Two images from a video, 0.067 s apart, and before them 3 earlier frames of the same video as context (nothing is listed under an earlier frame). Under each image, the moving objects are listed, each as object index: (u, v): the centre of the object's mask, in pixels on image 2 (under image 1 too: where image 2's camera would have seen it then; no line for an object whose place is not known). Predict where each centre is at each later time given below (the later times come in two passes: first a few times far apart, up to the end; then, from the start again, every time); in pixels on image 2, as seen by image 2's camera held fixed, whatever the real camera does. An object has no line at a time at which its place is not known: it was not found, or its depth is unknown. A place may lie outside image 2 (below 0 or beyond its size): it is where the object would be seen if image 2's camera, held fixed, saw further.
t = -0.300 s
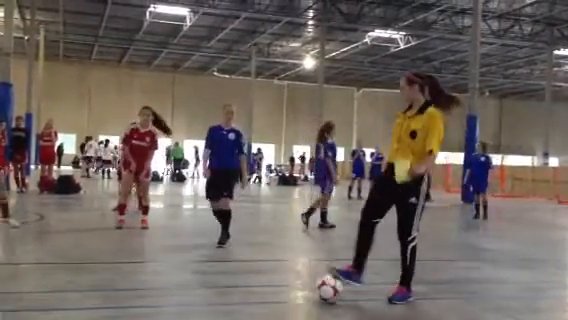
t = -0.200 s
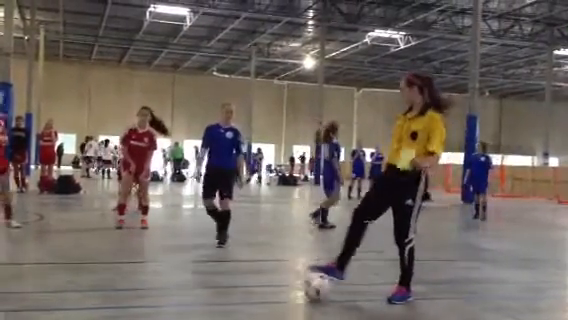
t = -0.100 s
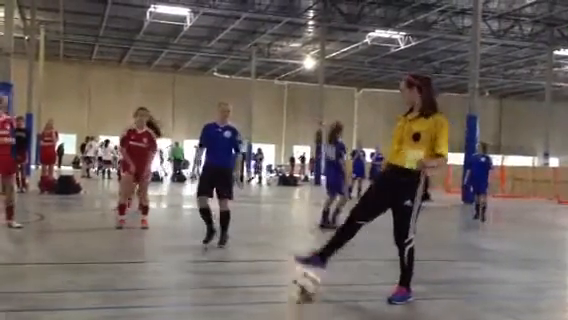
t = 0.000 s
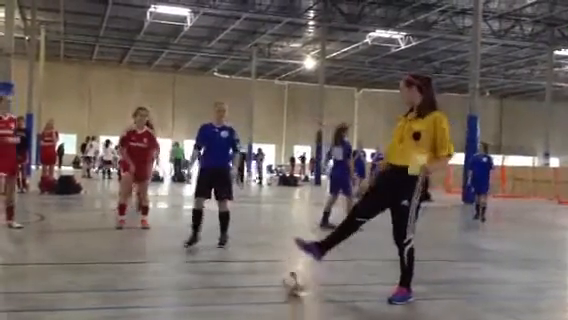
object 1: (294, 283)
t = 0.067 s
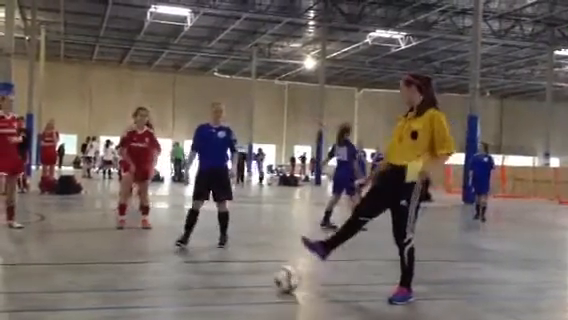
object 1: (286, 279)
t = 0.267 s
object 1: (265, 274)
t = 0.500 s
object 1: (245, 267)
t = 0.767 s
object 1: (223, 262)
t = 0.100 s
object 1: (284, 279)
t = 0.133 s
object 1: (278, 279)
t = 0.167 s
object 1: (275, 278)
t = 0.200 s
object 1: (272, 277)
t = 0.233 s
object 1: (268, 275)
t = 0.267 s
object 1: (265, 274)
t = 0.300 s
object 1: (262, 273)
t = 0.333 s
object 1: (259, 272)
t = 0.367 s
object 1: (257, 272)
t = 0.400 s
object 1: (254, 271)
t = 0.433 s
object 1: (251, 270)
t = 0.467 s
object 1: (247, 268)
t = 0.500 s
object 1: (245, 267)
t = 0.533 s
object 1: (239, 267)
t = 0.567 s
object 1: (237, 267)
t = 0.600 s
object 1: (234, 265)
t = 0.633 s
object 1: (231, 265)
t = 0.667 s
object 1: (230, 264)
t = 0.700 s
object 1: (227, 264)
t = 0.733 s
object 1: (225, 263)
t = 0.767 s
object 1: (223, 262)
